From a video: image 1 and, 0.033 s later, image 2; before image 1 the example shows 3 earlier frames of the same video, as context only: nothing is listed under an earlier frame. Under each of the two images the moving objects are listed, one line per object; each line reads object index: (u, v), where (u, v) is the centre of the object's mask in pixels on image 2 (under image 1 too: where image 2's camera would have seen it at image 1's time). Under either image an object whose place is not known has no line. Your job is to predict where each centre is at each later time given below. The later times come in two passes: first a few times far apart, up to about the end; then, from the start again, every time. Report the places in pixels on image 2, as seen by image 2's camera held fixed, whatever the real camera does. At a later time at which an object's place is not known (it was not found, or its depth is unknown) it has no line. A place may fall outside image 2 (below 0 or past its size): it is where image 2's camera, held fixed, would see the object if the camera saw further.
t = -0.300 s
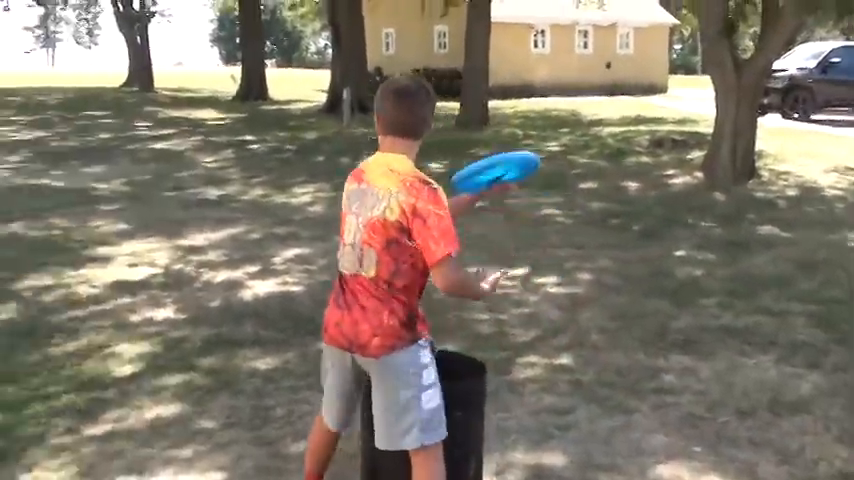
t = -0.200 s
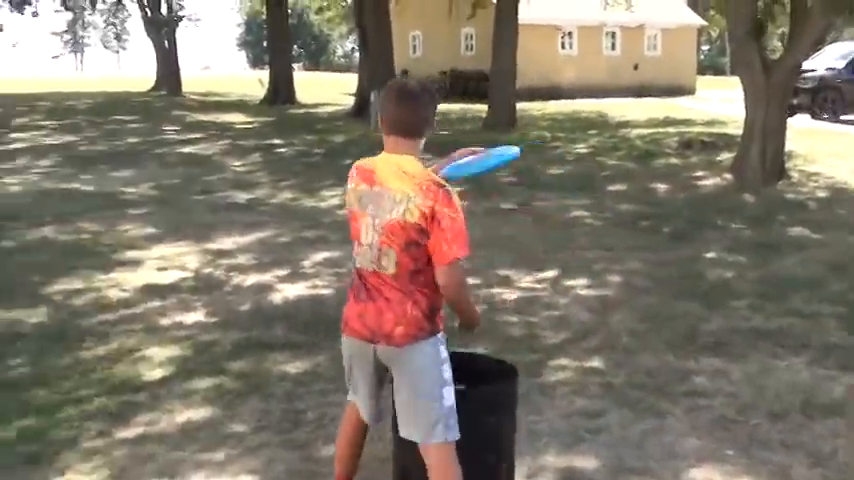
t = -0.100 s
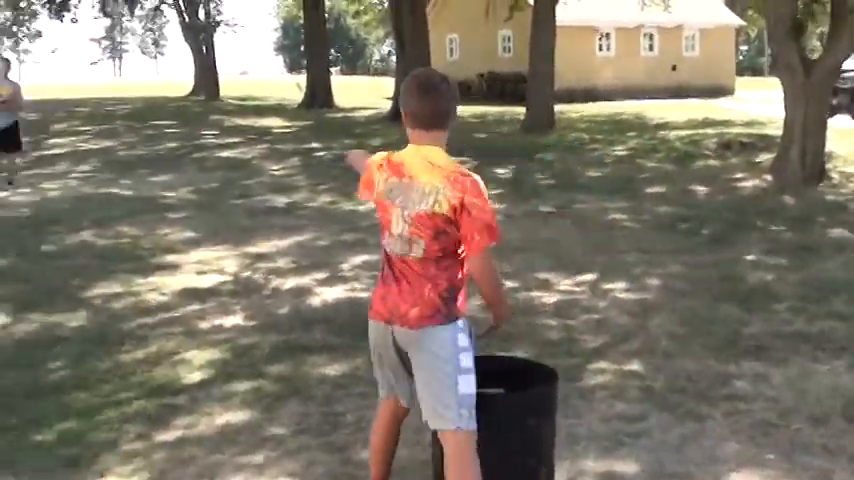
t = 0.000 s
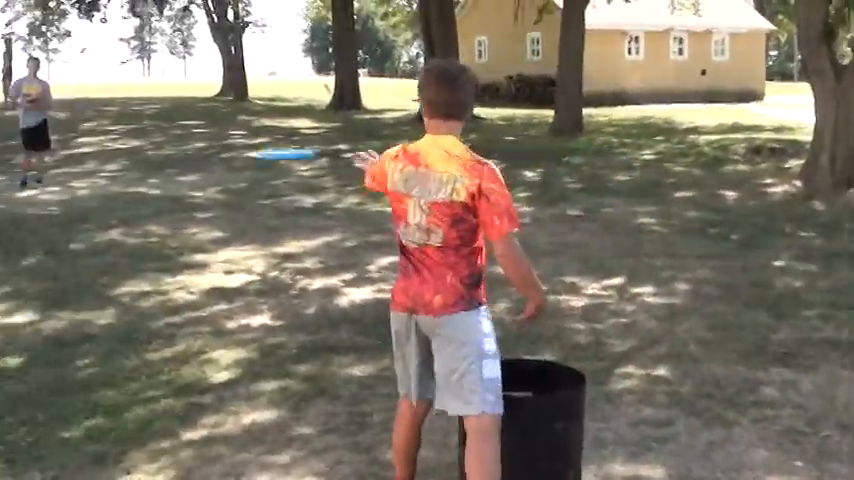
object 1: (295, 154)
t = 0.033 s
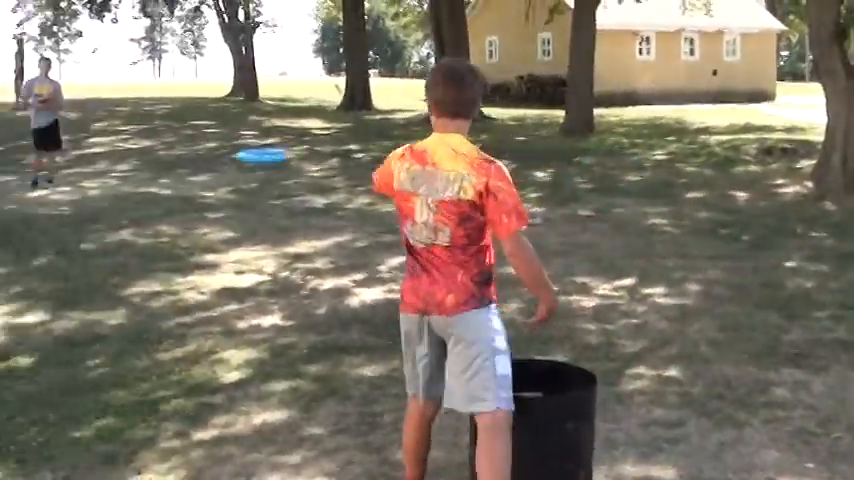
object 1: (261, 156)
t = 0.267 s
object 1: (104, 164)
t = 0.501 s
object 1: (18, 175)
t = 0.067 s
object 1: (229, 155)
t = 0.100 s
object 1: (203, 157)
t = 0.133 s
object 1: (179, 157)
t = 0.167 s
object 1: (158, 159)
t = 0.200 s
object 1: (138, 161)
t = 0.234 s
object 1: (121, 162)
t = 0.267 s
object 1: (104, 164)
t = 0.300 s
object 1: (90, 166)
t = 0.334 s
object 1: (74, 167)
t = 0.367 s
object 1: (64, 168)
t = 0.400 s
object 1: (51, 170)
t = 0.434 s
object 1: (41, 171)
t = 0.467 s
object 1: (29, 174)
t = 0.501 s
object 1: (18, 175)
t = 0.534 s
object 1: (10, 176)
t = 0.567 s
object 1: (1, 177)
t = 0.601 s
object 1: (-5, 179)
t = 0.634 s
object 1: (-9, 180)
